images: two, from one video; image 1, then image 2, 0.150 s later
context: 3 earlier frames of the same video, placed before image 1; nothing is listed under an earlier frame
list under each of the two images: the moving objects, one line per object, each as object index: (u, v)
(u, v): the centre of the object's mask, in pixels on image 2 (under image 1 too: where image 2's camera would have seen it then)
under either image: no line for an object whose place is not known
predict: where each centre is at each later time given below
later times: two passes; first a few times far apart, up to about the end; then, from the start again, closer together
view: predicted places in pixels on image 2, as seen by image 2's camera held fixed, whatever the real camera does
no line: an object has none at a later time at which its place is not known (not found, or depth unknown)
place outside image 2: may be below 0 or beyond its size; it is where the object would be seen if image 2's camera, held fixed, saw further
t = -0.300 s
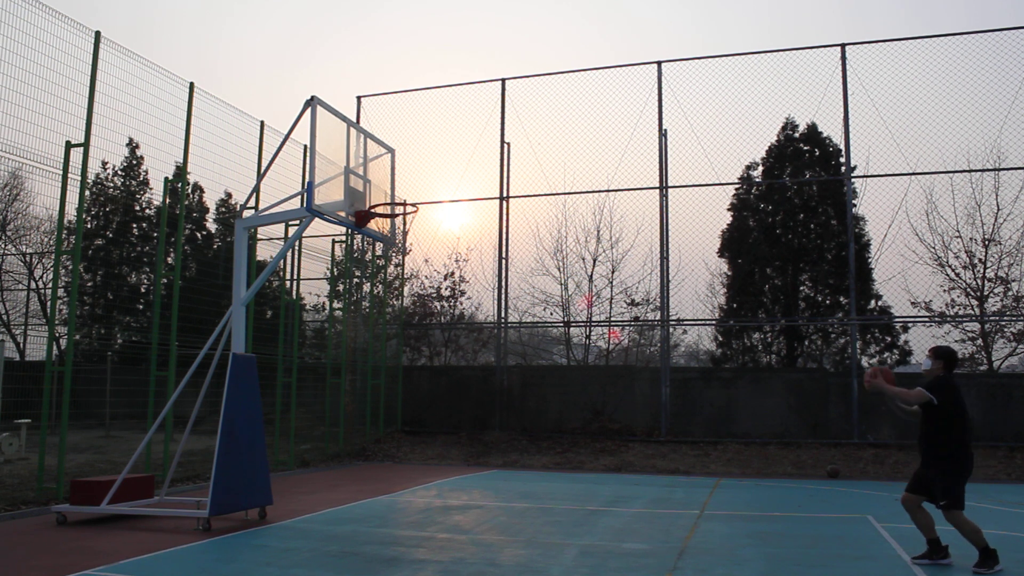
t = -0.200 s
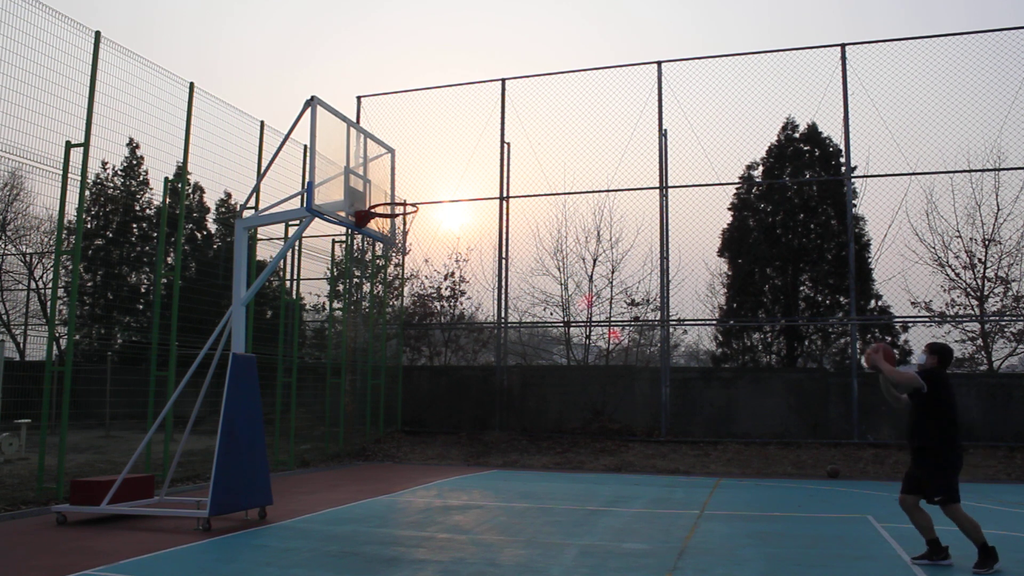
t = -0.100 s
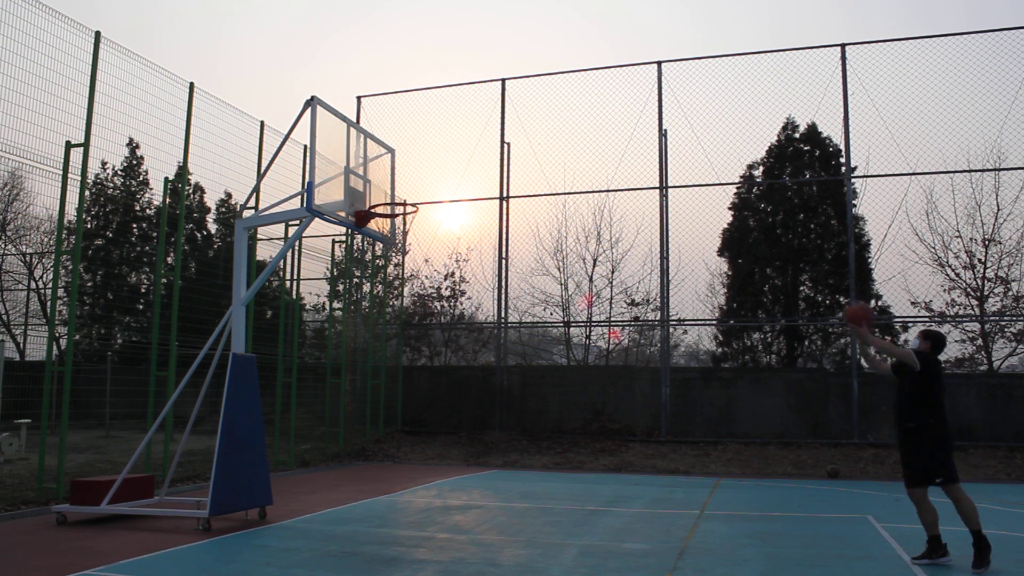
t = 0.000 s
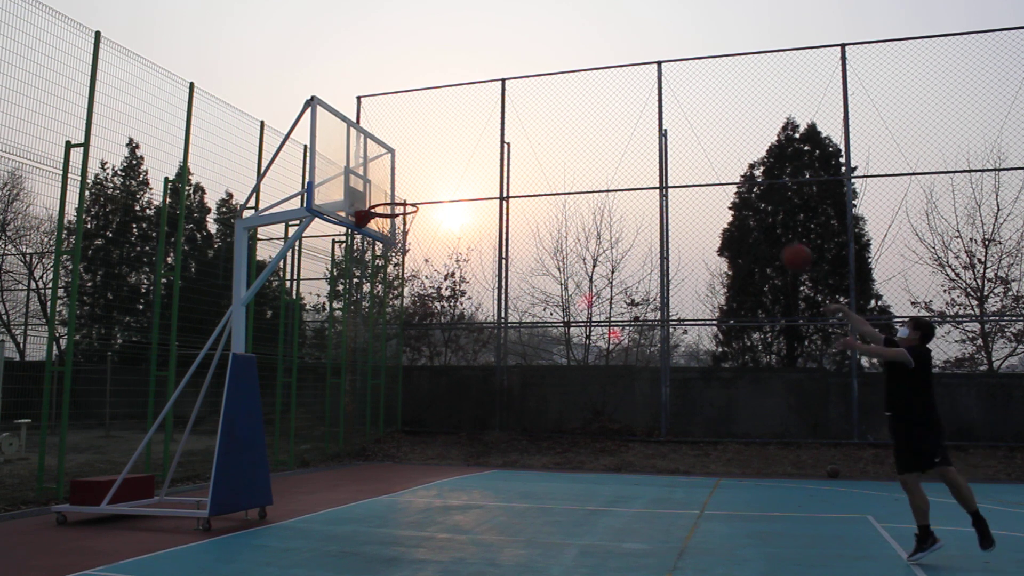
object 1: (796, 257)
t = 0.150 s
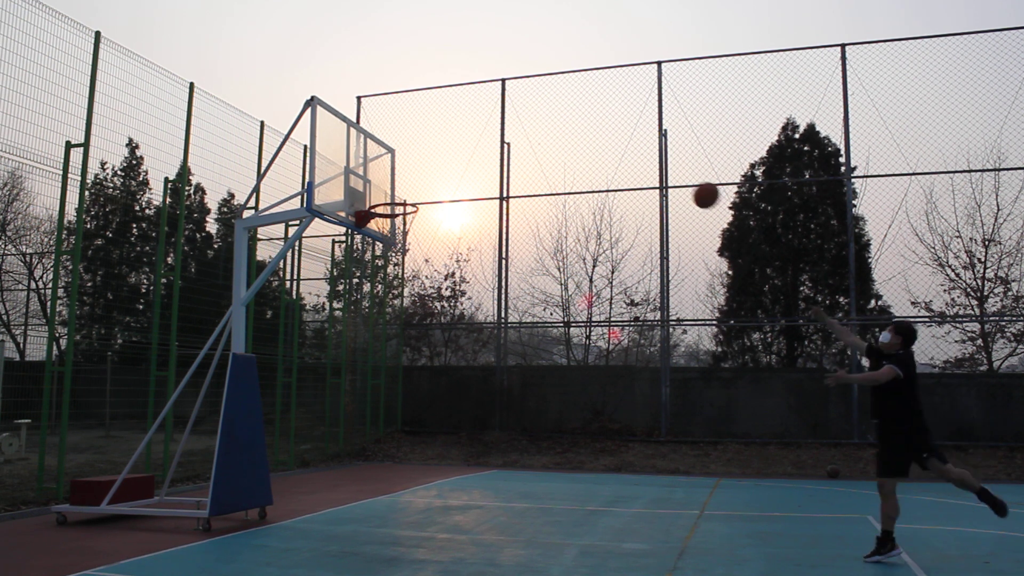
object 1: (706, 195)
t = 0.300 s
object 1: (621, 159)
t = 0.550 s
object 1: (493, 152)
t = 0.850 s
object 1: (384, 194)
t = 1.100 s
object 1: (423, 152)
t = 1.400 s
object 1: (463, 175)
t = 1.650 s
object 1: (493, 255)
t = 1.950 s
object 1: (524, 421)
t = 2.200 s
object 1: (555, 428)
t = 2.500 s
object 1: (598, 323)
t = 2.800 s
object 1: (641, 293)
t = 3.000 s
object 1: (669, 314)
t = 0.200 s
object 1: (677, 180)
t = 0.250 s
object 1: (649, 168)
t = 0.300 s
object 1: (621, 159)
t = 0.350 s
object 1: (595, 152)
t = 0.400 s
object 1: (569, 148)
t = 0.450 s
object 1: (543, 147)
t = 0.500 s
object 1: (518, 148)
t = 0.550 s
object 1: (493, 152)
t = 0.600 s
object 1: (469, 158)
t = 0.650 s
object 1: (445, 166)
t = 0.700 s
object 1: (422, 176)
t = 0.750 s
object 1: (399, 188)
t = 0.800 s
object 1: (376, 202)
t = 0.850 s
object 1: (384, 194)
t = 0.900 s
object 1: (392, 181)
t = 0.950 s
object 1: (400, 170)
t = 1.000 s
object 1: (408, 162)
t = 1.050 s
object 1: (415, 156)
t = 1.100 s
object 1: (423, 152)
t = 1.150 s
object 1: (430, 150)
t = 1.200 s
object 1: (437, 151)
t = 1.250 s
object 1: (444, 154)
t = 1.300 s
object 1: (450, 159)
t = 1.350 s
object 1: (457, 166)
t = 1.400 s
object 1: (463, 175)
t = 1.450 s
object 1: (470, 186)
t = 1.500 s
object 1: (476, 200)
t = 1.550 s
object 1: (481, 216)
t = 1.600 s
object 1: (487, 234)
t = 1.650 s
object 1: (493, 255)
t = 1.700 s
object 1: (498, 277)
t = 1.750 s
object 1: (504, 302)
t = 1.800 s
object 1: (509, 329)
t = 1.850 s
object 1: (514, 356)
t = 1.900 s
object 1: (519, 387)
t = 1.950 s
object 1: (524, 421)
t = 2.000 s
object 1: (528, 457)
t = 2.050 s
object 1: (532, 495)
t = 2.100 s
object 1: (539, 482)
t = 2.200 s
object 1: (555, 428)
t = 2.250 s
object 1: (562, 405)
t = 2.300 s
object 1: (570, 383)
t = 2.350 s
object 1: (577, 366)
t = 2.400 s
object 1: (584, 350)
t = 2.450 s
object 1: (591, 335)
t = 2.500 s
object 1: (598, 323)
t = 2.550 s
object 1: (606, 313)
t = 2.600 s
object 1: (613, 305)
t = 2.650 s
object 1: (621, 299)
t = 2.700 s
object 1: (628, 295)
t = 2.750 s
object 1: (634, 293)
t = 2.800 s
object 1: (641, 293)
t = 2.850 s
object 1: (648, 295)
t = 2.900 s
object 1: (655, 300)
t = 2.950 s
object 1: (662, 306)
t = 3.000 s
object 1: (669, 314)
